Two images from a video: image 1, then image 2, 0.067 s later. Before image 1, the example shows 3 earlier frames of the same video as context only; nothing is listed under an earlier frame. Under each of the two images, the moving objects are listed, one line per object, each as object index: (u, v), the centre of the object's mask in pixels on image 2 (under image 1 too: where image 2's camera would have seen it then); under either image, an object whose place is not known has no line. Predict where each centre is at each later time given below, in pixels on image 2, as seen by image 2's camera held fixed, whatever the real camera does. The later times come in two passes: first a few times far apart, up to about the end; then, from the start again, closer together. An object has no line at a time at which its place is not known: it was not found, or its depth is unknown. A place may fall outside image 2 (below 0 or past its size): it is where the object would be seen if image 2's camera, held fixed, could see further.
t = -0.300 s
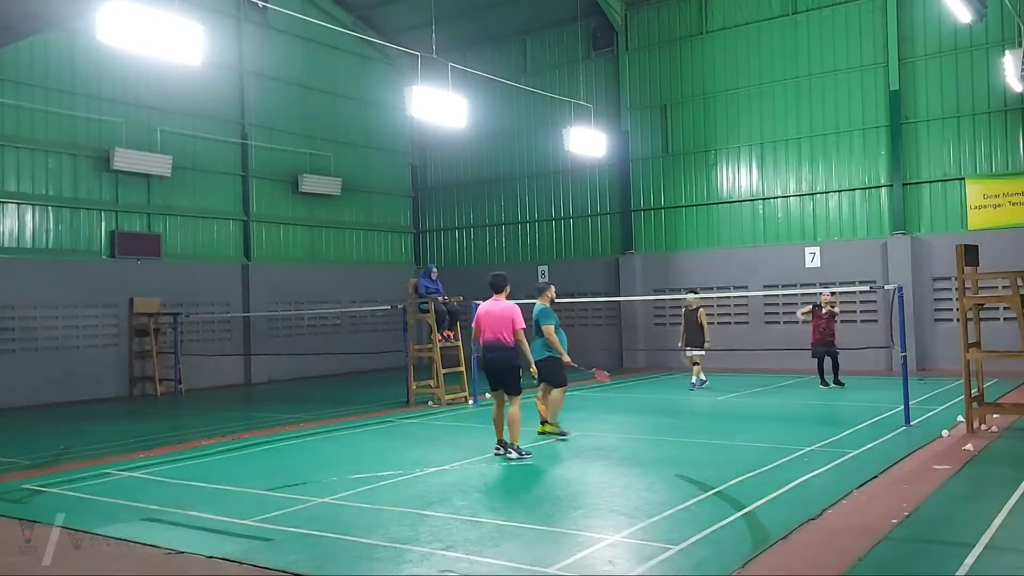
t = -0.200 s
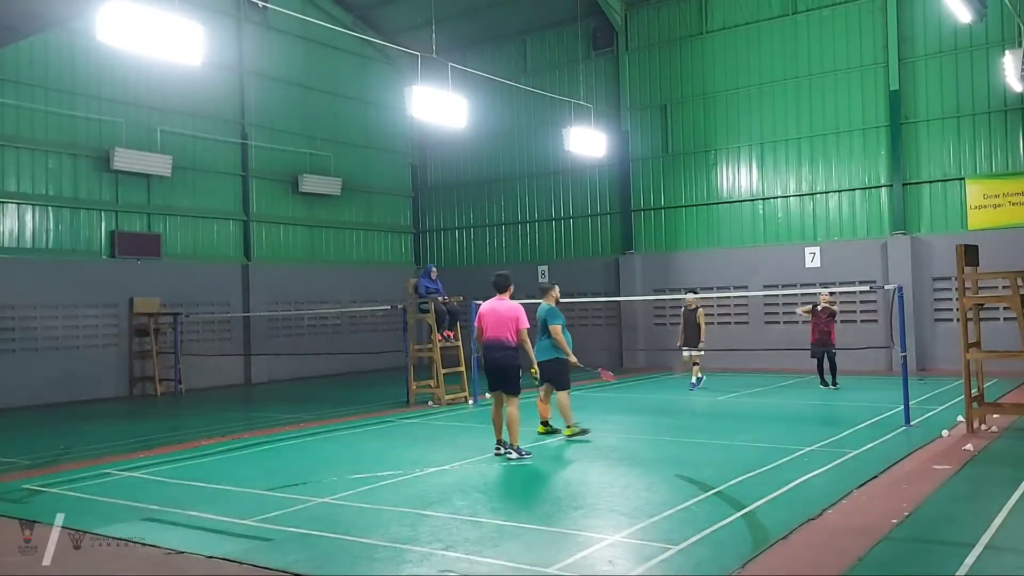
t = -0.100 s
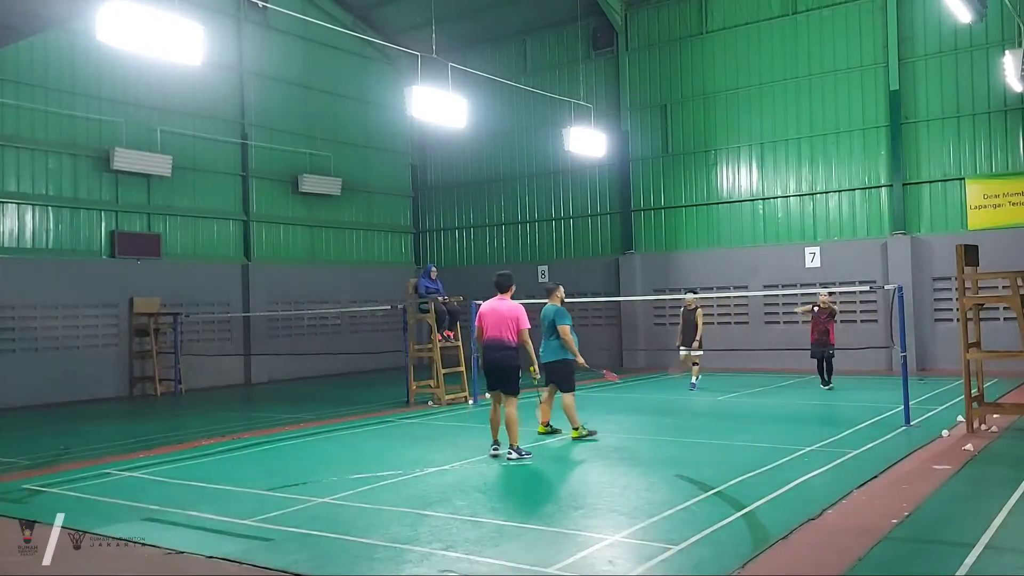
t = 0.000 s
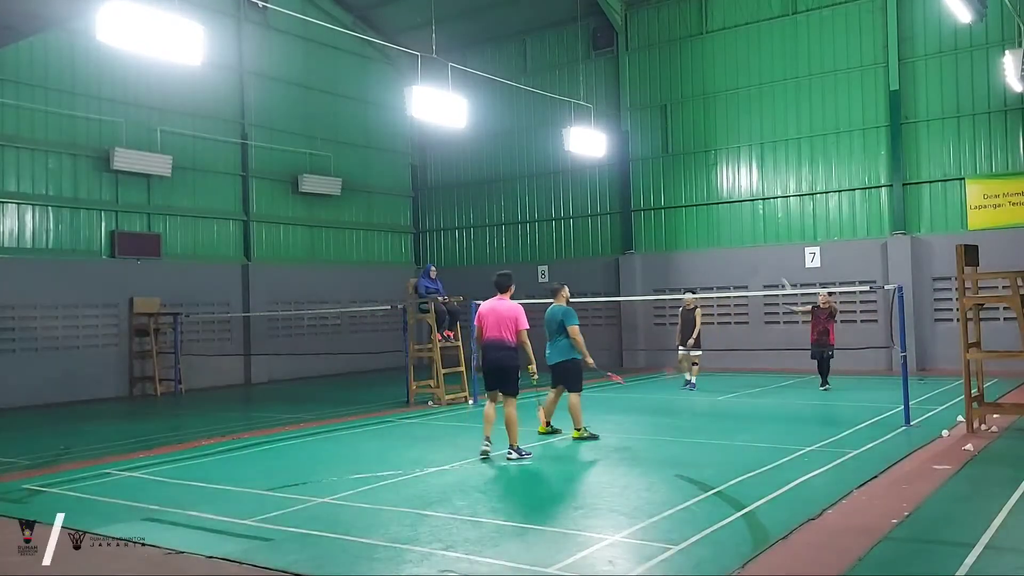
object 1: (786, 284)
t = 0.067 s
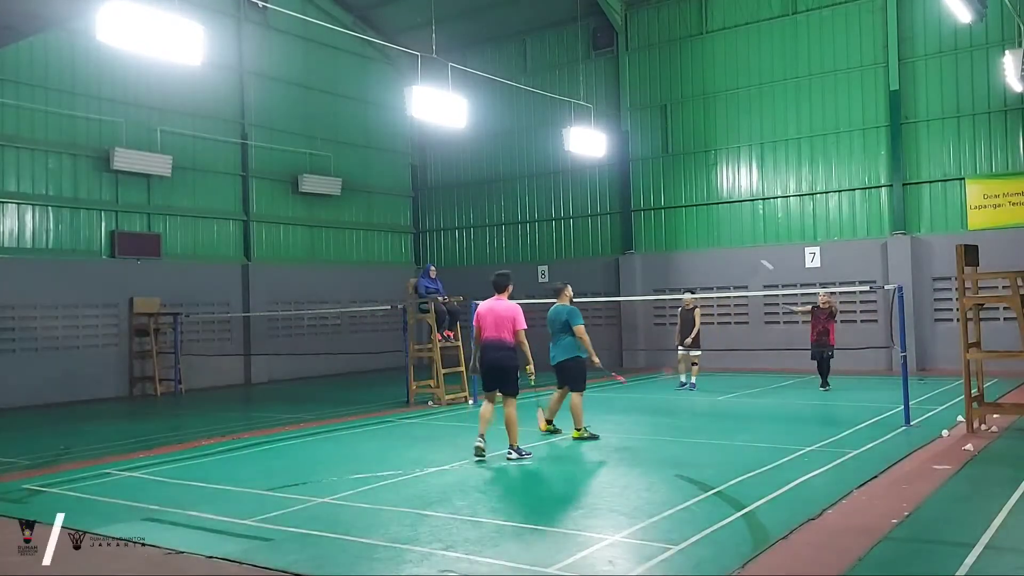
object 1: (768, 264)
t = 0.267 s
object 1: (718, 233)
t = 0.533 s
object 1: (657, 236)
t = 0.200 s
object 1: (731, 240)
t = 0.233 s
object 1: (723, 236)
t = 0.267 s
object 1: (718, 233)
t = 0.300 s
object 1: (709, 231)
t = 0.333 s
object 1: (701, 229)
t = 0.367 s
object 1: (693, 228)
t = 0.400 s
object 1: (686, 228)
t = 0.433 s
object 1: (677, 229)
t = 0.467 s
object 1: (670, 231)
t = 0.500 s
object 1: (663, 233)
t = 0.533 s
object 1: (657, 236)
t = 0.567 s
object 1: (650, 240)
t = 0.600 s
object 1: (643, 245)
